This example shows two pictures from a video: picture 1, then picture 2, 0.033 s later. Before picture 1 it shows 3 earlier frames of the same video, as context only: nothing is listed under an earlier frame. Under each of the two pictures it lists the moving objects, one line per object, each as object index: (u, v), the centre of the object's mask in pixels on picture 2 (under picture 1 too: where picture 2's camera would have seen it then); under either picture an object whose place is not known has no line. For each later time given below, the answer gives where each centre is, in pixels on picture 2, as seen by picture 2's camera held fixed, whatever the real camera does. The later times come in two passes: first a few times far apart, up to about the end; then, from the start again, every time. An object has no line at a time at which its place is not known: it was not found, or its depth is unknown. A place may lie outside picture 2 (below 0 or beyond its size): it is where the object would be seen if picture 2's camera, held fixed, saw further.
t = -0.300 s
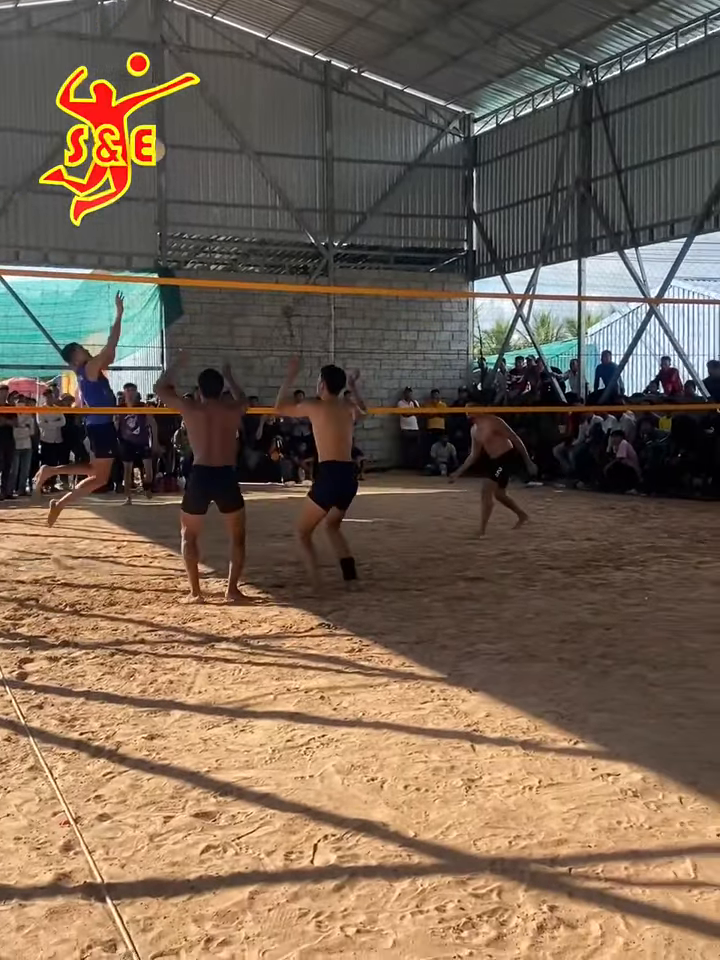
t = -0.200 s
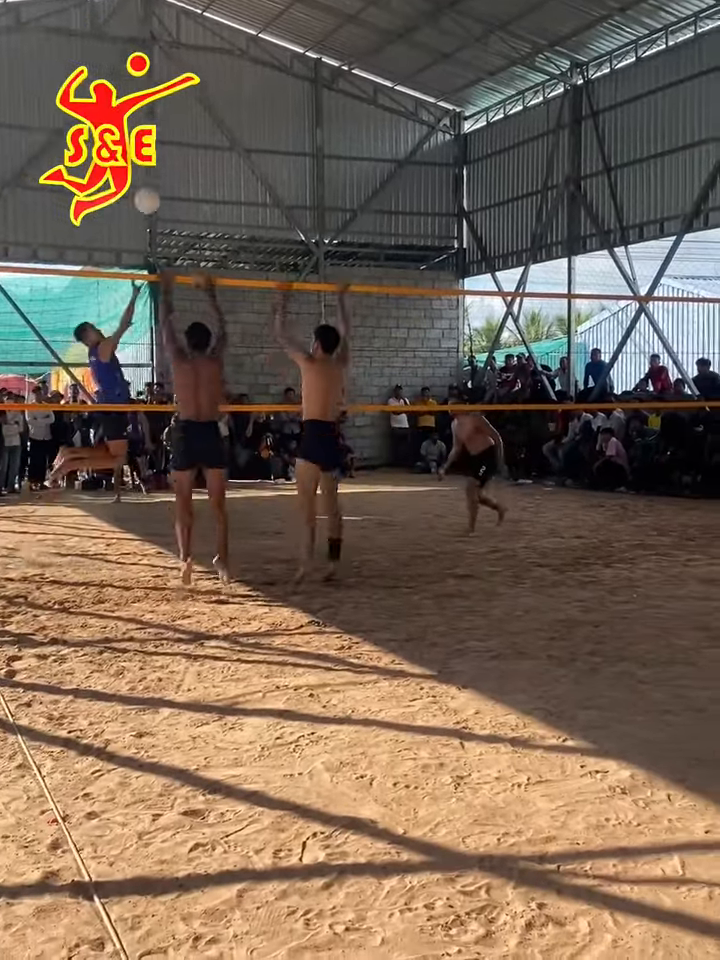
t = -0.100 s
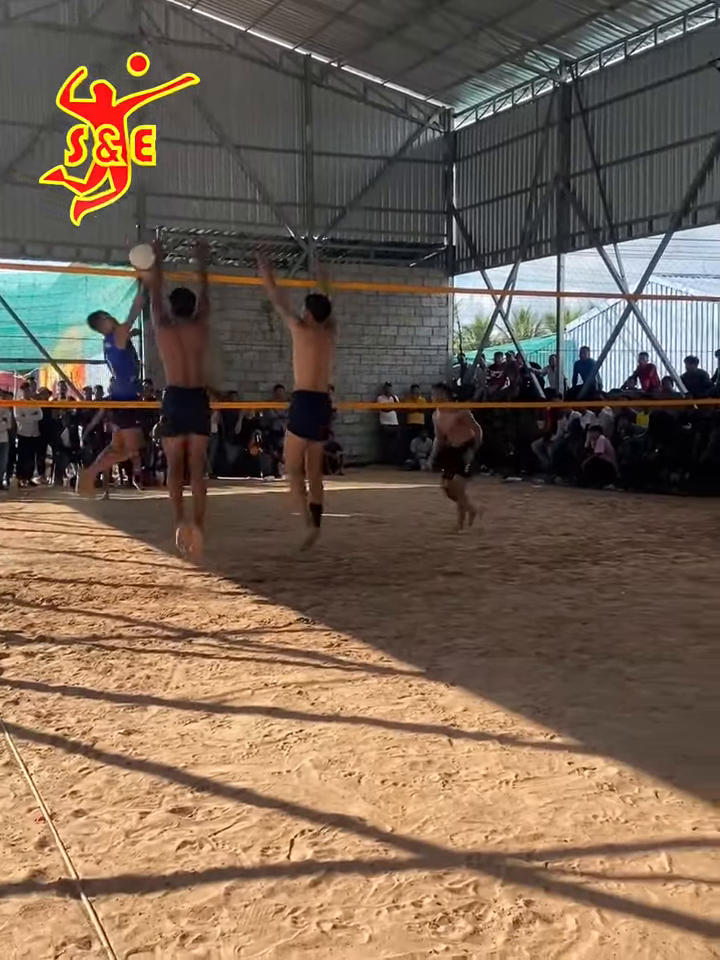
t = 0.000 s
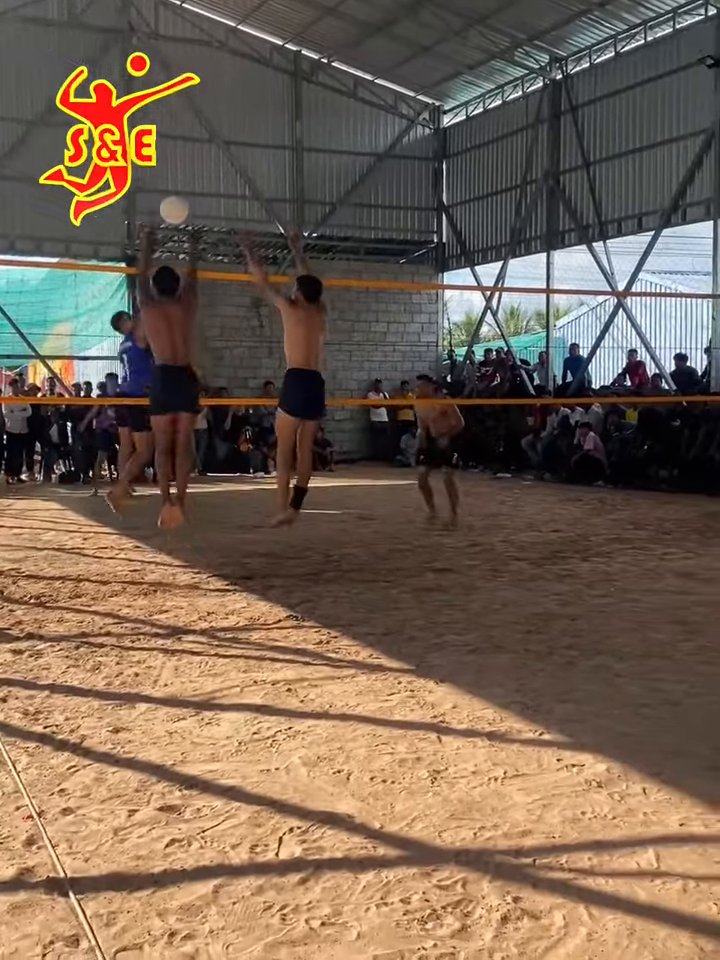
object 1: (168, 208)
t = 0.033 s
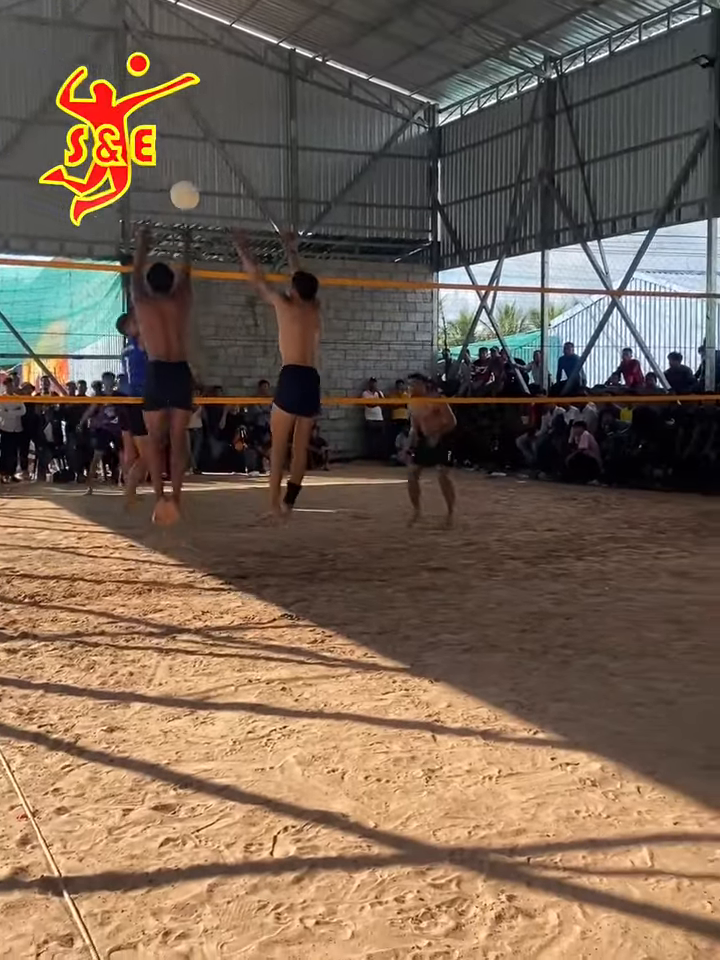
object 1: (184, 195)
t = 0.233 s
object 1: (302, 133)
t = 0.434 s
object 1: (467, 126)
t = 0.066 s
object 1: (201, 183)
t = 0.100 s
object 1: (219, 171)
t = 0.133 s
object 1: (239, 160)
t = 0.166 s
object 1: (259, 149)
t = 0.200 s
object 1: (279, 141)
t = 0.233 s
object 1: (302, 133)
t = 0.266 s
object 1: (325, 127)
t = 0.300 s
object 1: (350, 123)
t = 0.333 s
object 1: (377, 120)
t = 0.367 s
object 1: (406, 120)
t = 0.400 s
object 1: (435, 122)
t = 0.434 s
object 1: (467, 126)
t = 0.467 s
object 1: (501, 132)
